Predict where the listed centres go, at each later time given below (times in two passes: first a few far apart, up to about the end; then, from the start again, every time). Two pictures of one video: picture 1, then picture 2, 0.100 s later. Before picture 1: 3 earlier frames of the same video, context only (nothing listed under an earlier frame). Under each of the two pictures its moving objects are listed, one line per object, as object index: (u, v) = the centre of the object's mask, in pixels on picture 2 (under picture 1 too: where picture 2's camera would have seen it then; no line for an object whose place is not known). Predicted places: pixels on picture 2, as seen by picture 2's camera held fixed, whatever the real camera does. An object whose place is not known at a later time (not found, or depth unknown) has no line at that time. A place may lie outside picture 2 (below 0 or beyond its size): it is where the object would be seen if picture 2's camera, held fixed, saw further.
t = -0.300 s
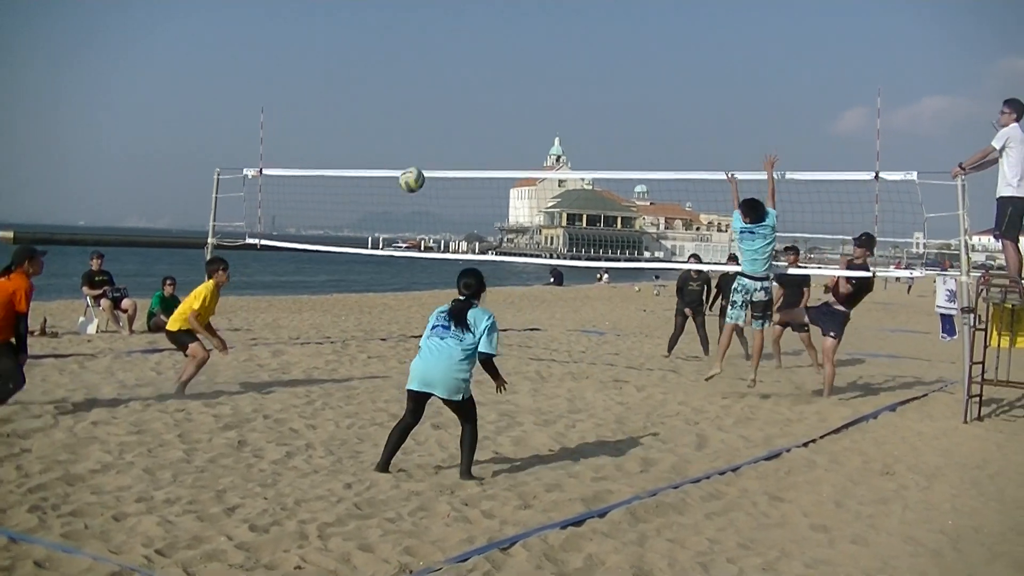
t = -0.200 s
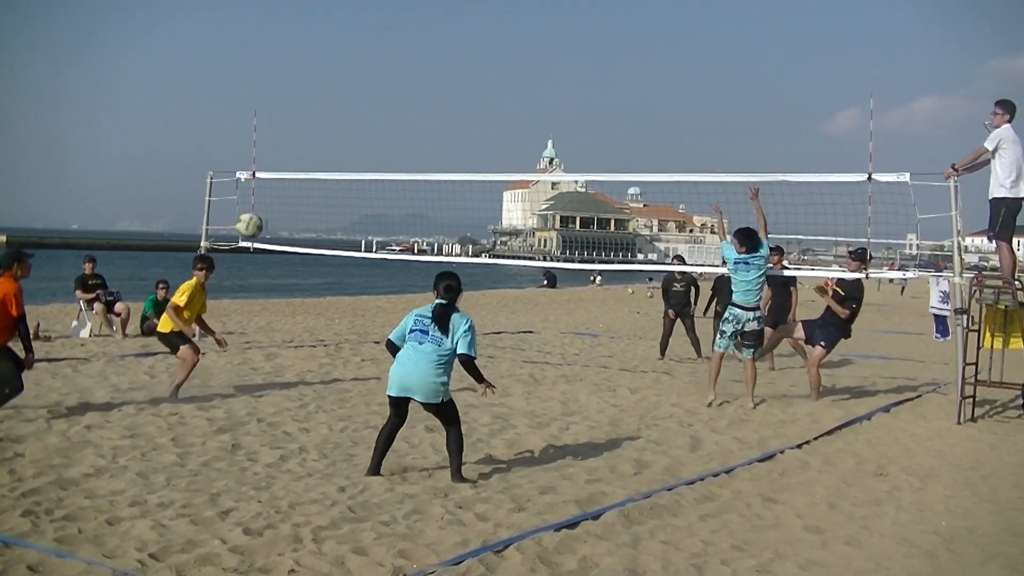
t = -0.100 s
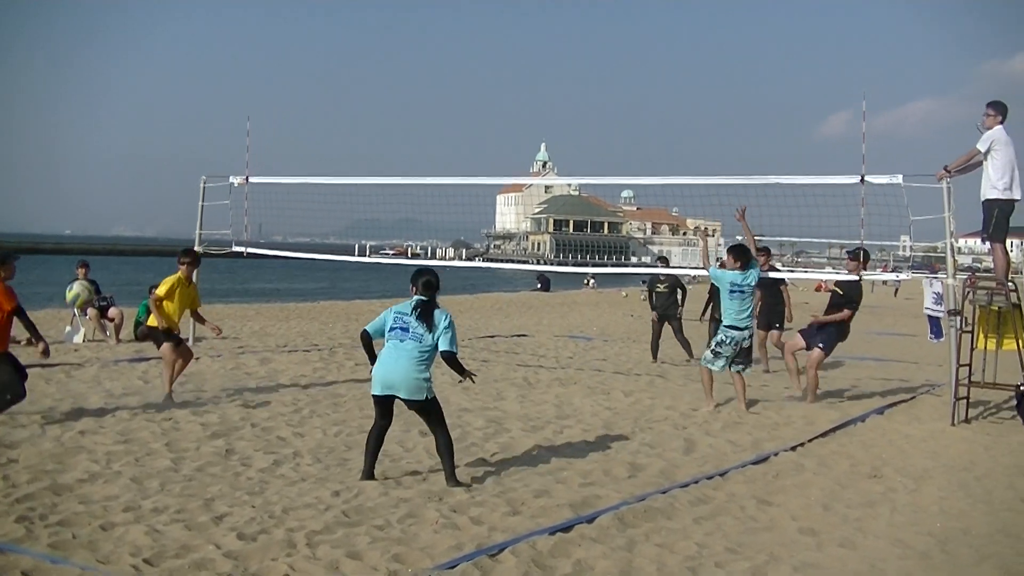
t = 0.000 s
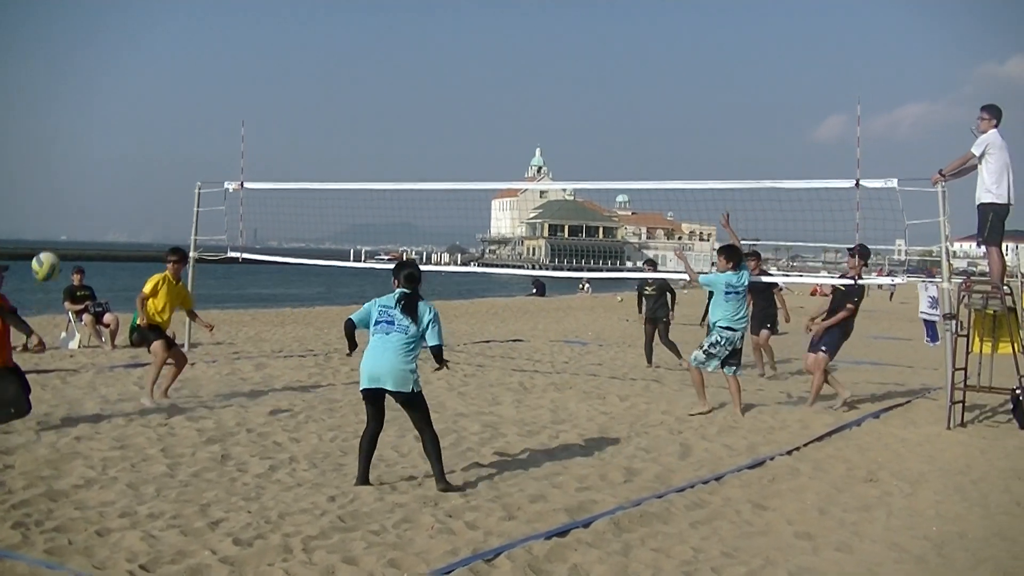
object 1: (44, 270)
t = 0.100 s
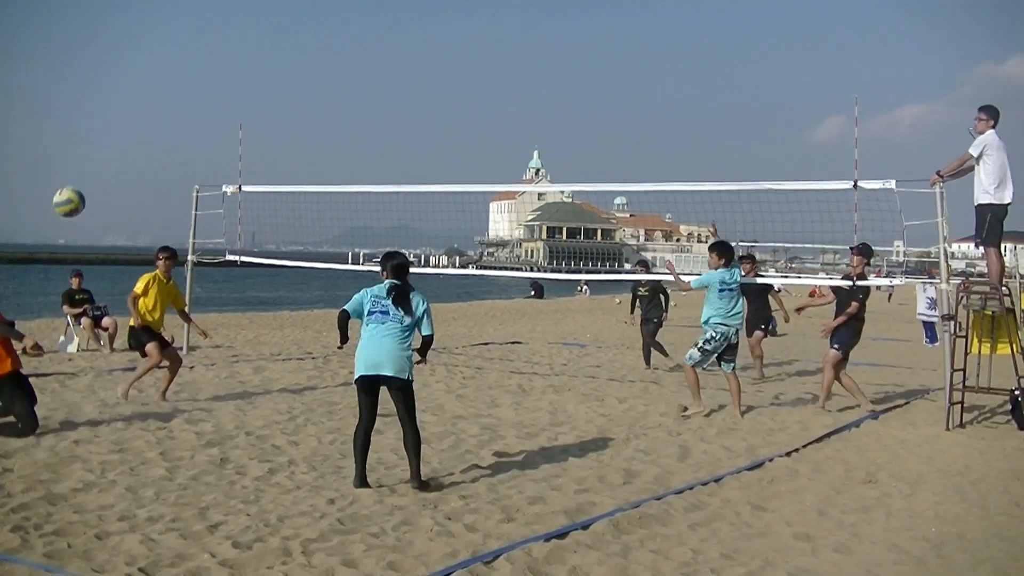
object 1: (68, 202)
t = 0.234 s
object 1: (104, 123)
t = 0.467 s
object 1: (176, 29)
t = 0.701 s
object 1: (267, 20)
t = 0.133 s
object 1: (78, 181)
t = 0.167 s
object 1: (87, 160)
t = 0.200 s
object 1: (95, 140)
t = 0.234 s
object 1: (104, 123)
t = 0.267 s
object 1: (114, 106)
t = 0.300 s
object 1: (124, 89)
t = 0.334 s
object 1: (134, 74)
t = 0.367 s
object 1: (144, 60)
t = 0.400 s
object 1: (153, 49)
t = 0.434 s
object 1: (164, 38)
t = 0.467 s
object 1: (176, 29)
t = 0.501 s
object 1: (188, 21)
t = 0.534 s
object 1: (200, 16)
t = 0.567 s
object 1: (212, 13)
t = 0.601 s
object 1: (225, 12)
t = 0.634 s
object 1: (239, 13)
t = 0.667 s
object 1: (253, 15)
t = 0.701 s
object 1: (267, 20)
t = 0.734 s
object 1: (282, 28)
